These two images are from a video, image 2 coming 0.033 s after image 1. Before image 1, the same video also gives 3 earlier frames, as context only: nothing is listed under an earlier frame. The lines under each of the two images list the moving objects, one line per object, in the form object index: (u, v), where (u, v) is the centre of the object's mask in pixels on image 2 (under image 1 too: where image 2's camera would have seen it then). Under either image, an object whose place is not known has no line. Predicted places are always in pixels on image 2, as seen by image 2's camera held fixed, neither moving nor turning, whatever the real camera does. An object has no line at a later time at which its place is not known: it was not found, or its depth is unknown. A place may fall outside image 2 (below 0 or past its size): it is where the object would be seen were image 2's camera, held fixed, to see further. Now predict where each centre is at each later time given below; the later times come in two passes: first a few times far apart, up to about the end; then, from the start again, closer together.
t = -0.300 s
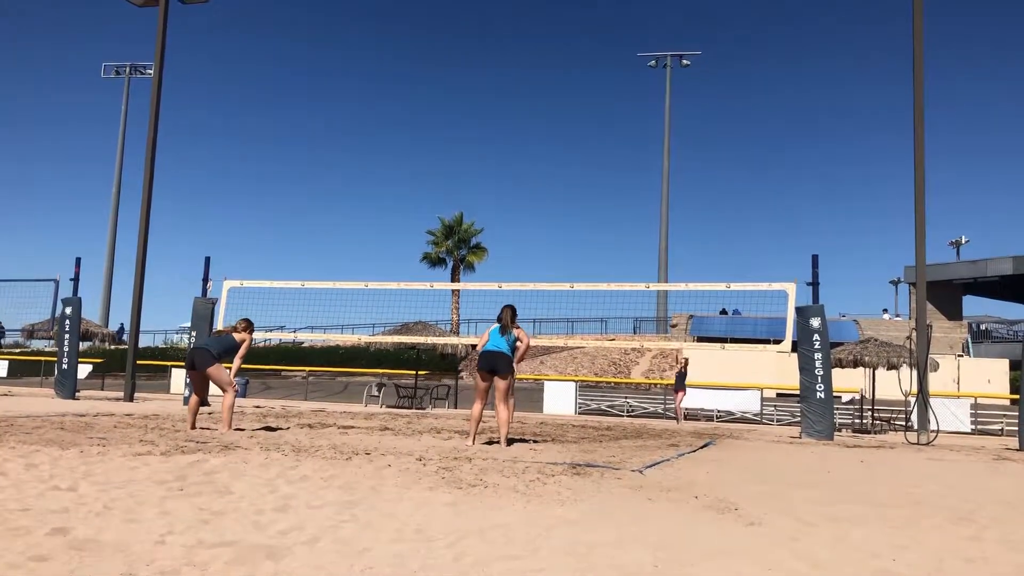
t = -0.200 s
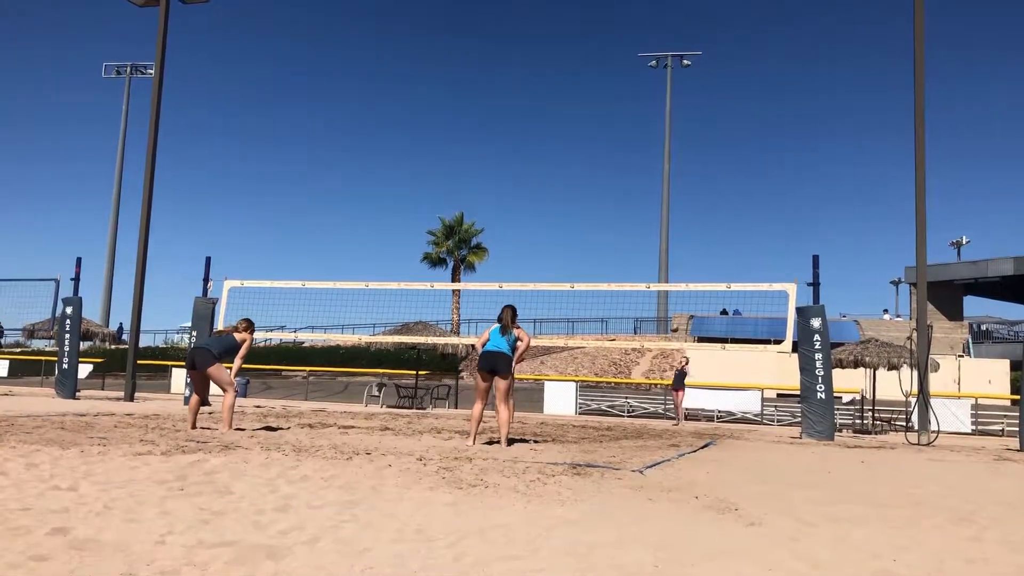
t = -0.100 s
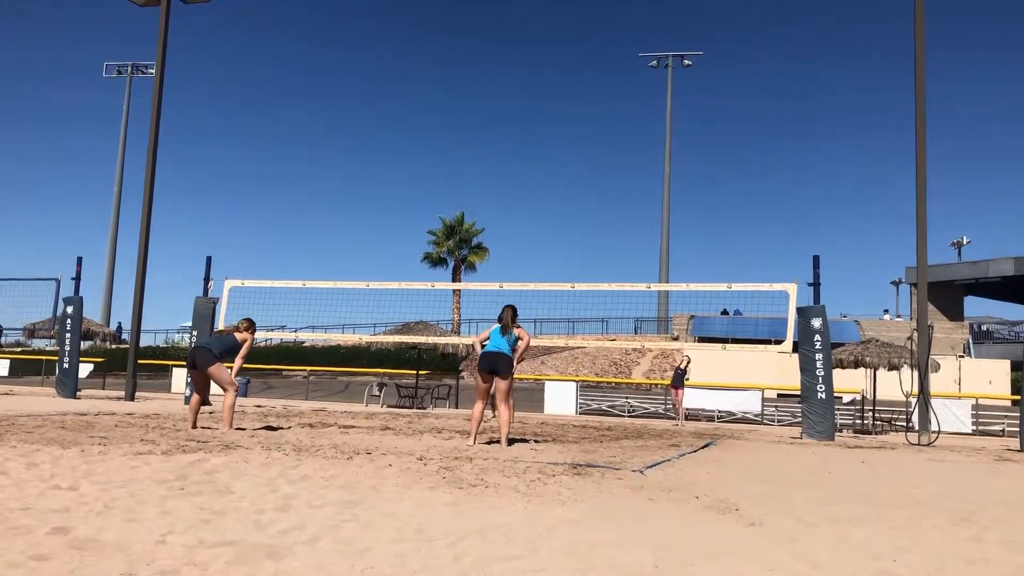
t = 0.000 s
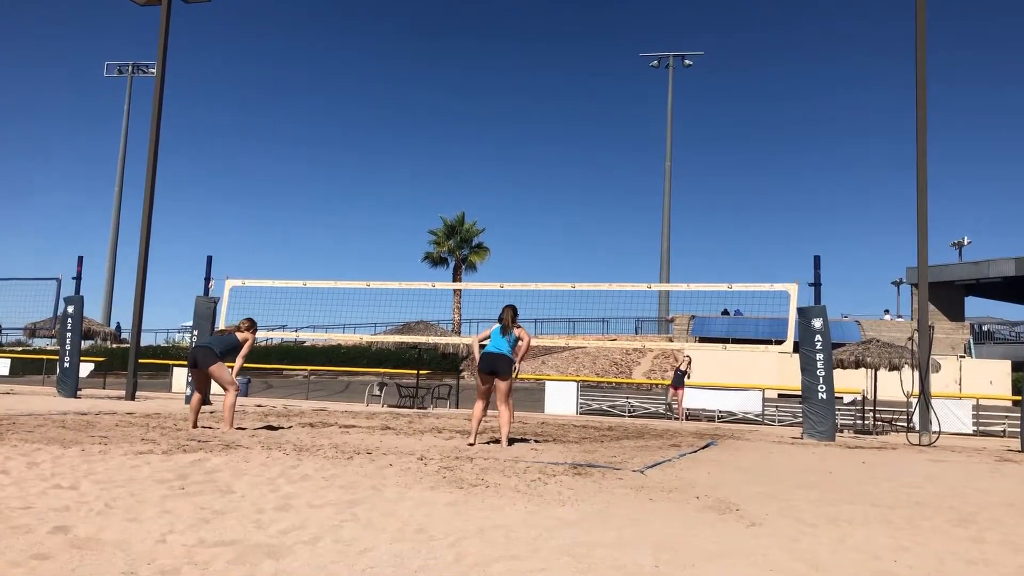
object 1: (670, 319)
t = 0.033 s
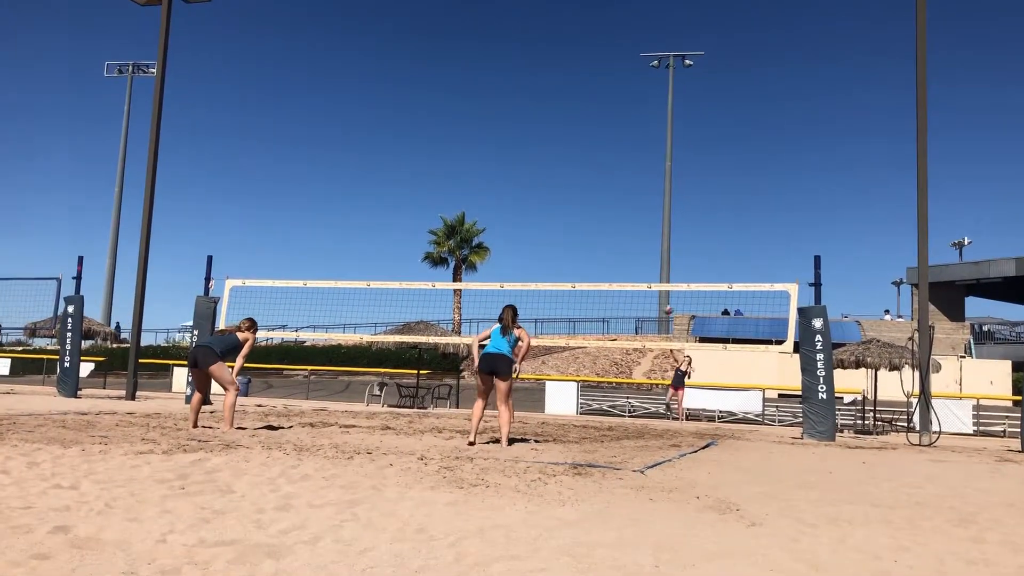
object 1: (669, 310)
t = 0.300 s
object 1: (647, 251)
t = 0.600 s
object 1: (617, 219)
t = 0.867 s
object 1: (587, 232)
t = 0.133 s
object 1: (661, 281)
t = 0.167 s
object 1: (658, 278)
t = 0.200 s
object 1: (655, 270)
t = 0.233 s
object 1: (653, 263)
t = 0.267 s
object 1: (650, 257)
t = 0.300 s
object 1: (647, 251)
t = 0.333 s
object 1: (644, 245)
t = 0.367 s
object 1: (641, 241)
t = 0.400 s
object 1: (638, 236)
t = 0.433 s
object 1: (634, 232)
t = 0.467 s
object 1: (631, 227)
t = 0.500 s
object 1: (628, 225)
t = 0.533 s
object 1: (624, 223)
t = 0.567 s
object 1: (621, 221)
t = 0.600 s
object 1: (617, 219)
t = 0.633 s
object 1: (614, 219)
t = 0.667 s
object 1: (611, 219)
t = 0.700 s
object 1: (607, 220)
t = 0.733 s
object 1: (603, 221)
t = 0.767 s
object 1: (600, 223)
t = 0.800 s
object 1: (596, 225)
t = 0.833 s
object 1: (591, 229)
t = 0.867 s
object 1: (587, 232)
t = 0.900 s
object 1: (582, 237)
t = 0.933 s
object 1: (578, 242)
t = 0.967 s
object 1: (573, 249)
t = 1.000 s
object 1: (567, 256)
